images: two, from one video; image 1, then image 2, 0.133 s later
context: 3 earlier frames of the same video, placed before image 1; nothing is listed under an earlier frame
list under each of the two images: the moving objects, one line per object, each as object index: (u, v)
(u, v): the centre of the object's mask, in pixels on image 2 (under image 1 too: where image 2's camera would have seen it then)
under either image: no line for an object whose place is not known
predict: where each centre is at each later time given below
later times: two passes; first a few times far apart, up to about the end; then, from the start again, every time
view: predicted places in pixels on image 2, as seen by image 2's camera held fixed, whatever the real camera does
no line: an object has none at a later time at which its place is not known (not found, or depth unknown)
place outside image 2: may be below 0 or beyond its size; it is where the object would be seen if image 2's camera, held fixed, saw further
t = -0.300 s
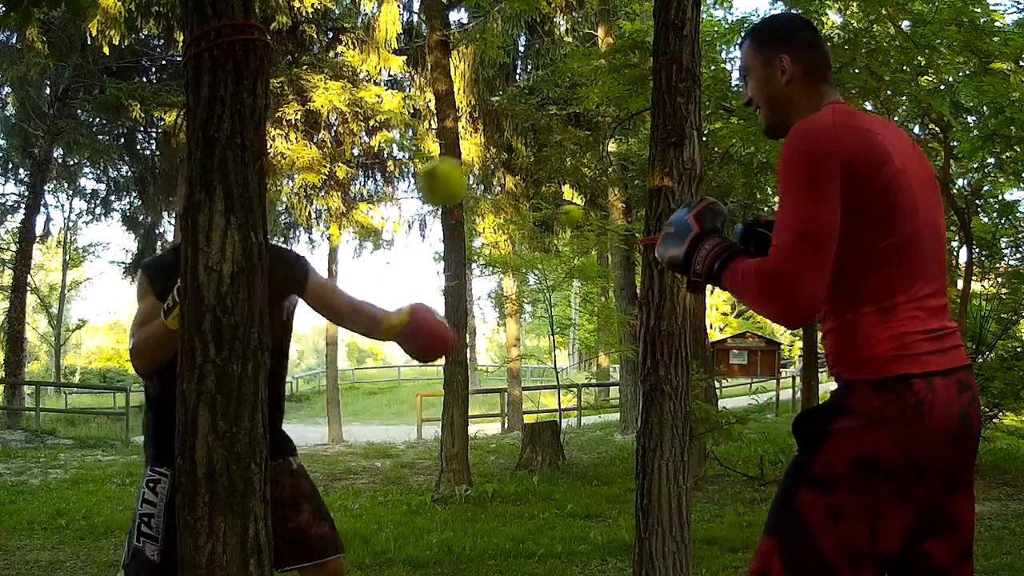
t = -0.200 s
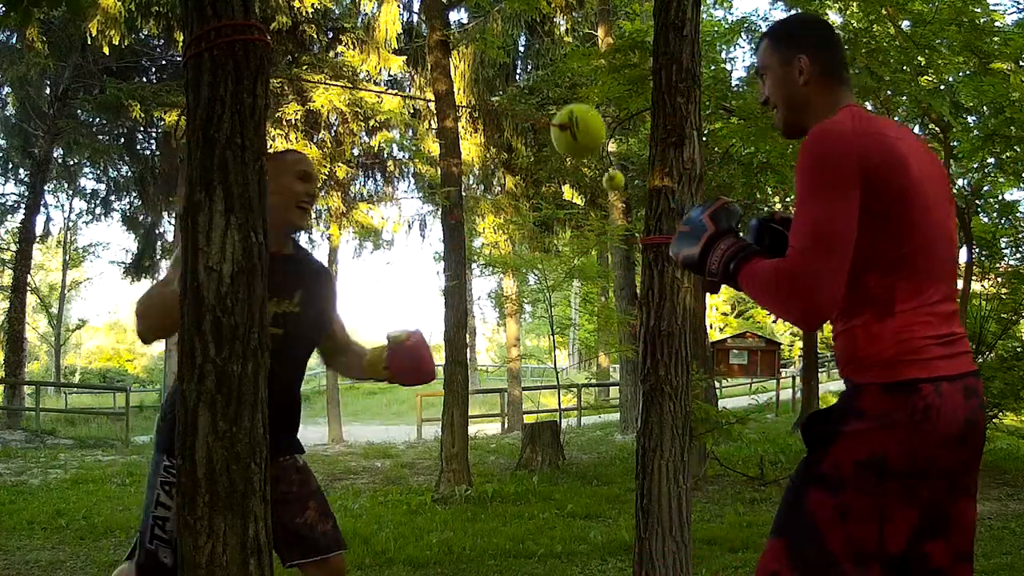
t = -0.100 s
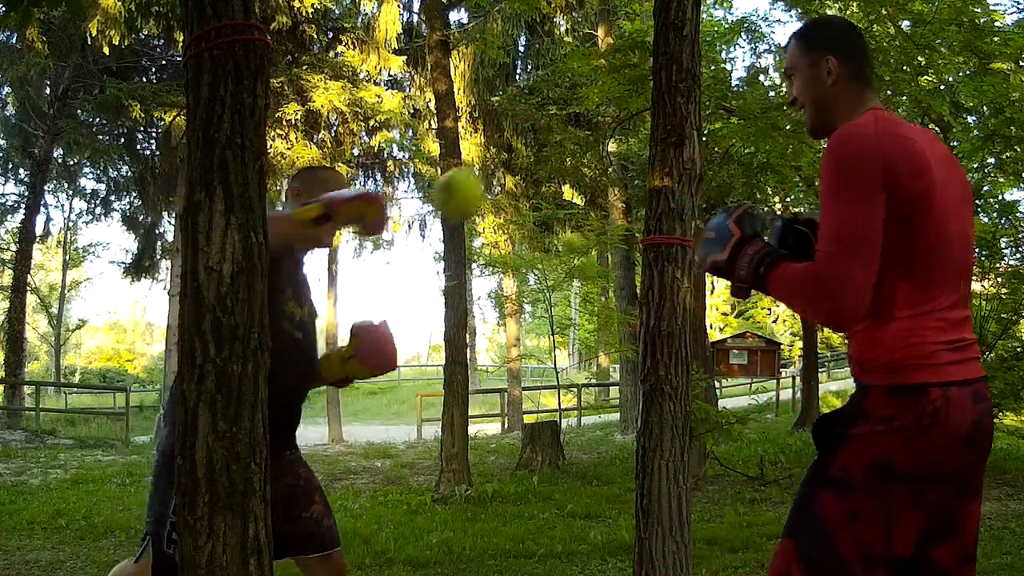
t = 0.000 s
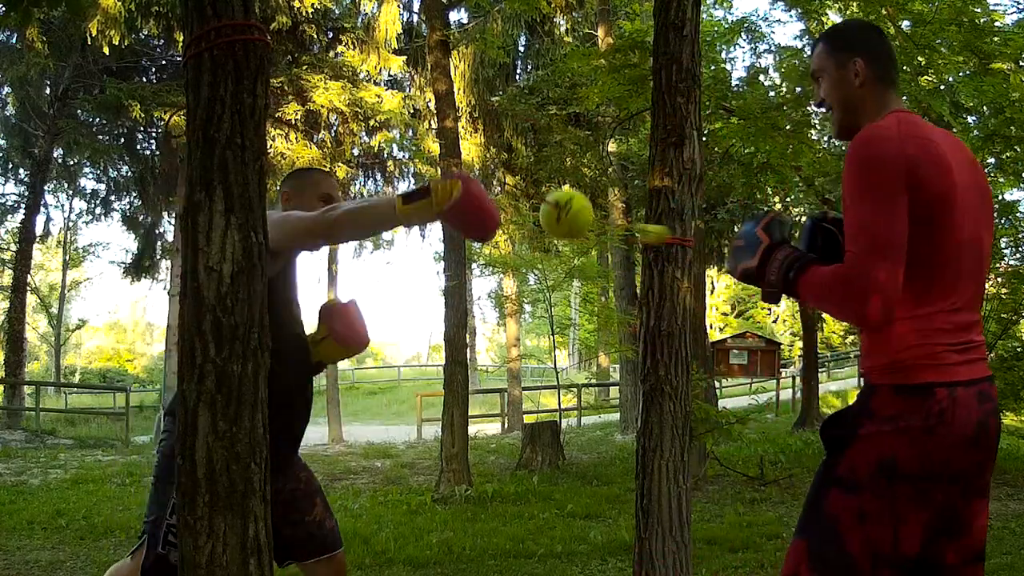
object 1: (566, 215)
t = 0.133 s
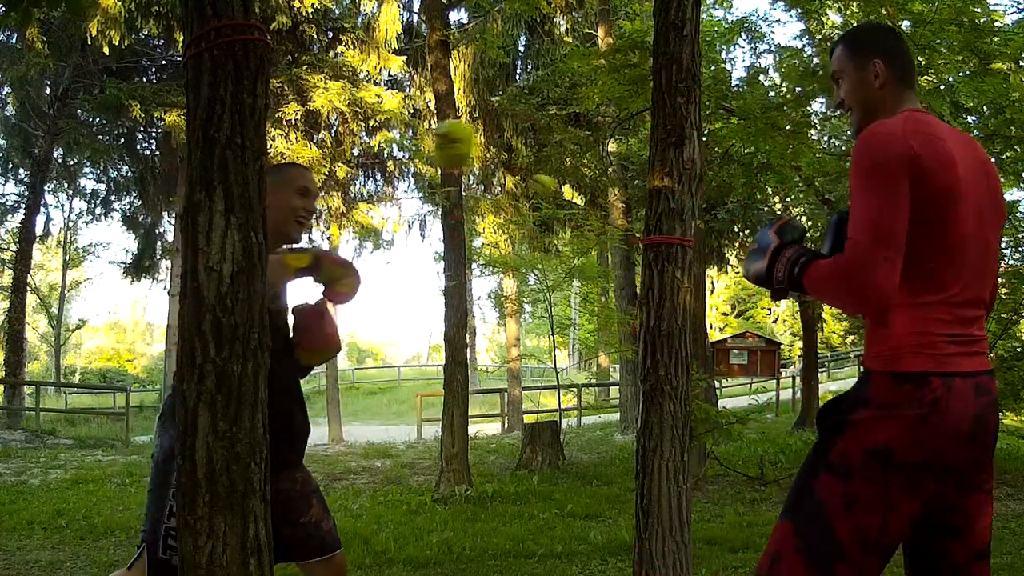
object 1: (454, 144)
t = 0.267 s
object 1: (452, 214)
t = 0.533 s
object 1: (422, 158)
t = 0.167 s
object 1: (394, 151)
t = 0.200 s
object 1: (387, 165)
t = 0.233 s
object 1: (419, 191)
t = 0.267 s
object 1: (452, 214)
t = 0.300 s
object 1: (479, 220)
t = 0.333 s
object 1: (519, 213)
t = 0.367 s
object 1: (562, 198)
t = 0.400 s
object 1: (575, 186)
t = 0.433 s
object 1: (536, 162)
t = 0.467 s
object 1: (473, 146)
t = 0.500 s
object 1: (436, 144)
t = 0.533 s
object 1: (422, 158)
